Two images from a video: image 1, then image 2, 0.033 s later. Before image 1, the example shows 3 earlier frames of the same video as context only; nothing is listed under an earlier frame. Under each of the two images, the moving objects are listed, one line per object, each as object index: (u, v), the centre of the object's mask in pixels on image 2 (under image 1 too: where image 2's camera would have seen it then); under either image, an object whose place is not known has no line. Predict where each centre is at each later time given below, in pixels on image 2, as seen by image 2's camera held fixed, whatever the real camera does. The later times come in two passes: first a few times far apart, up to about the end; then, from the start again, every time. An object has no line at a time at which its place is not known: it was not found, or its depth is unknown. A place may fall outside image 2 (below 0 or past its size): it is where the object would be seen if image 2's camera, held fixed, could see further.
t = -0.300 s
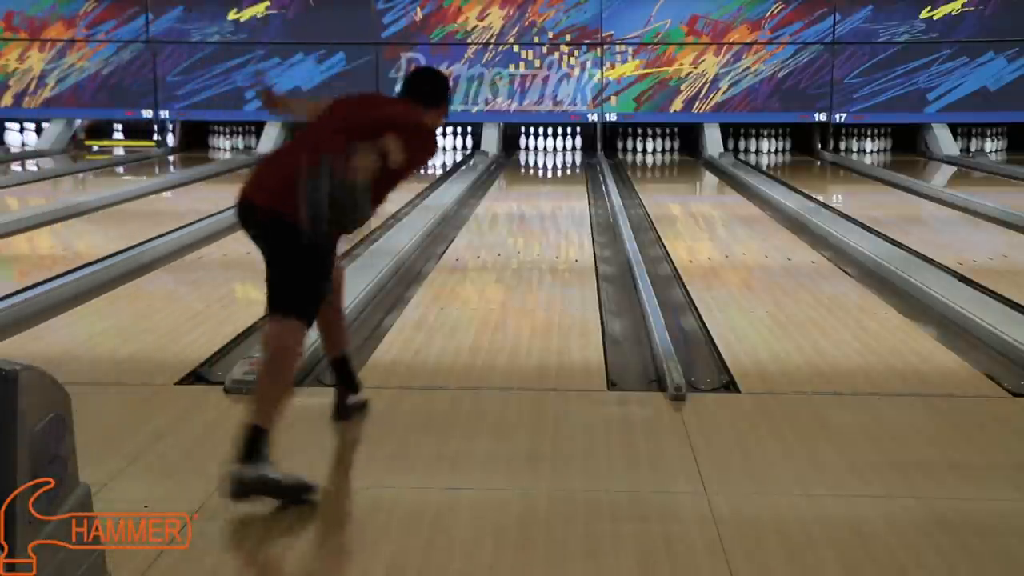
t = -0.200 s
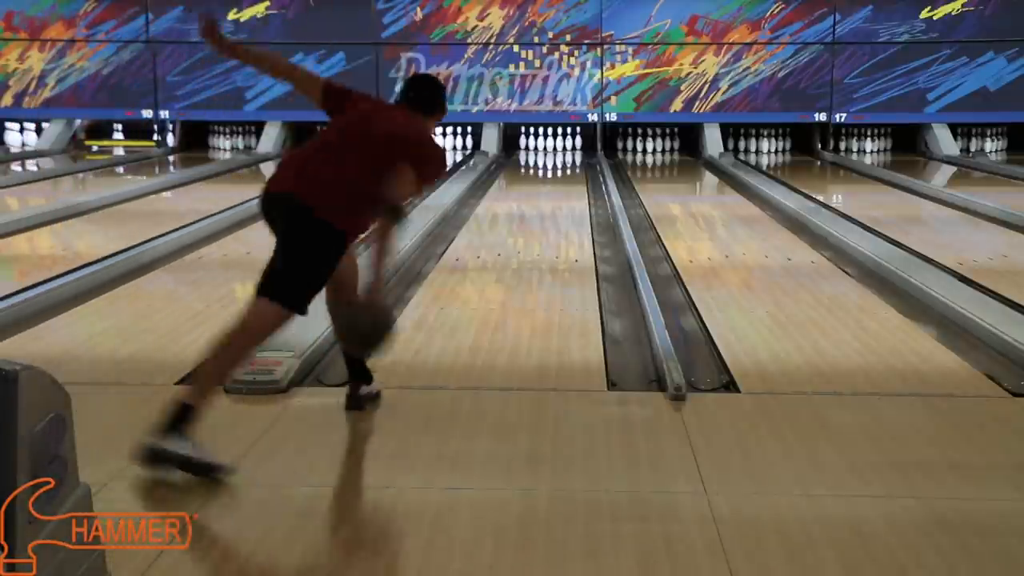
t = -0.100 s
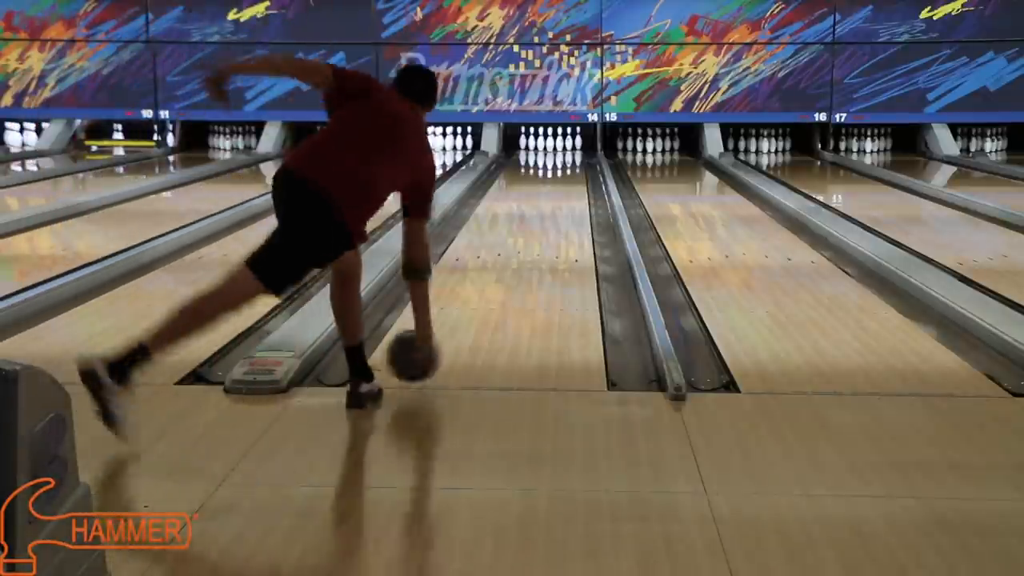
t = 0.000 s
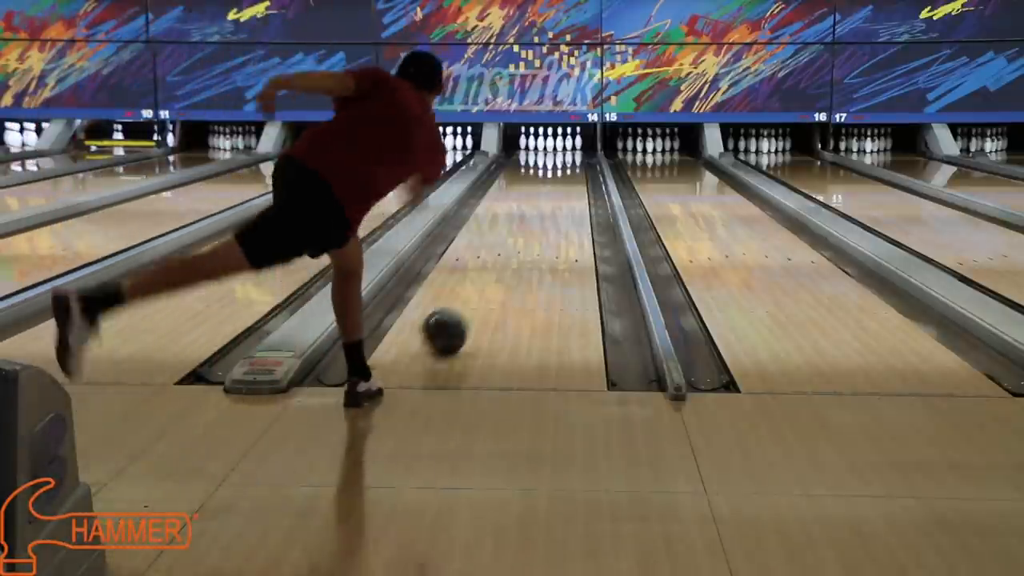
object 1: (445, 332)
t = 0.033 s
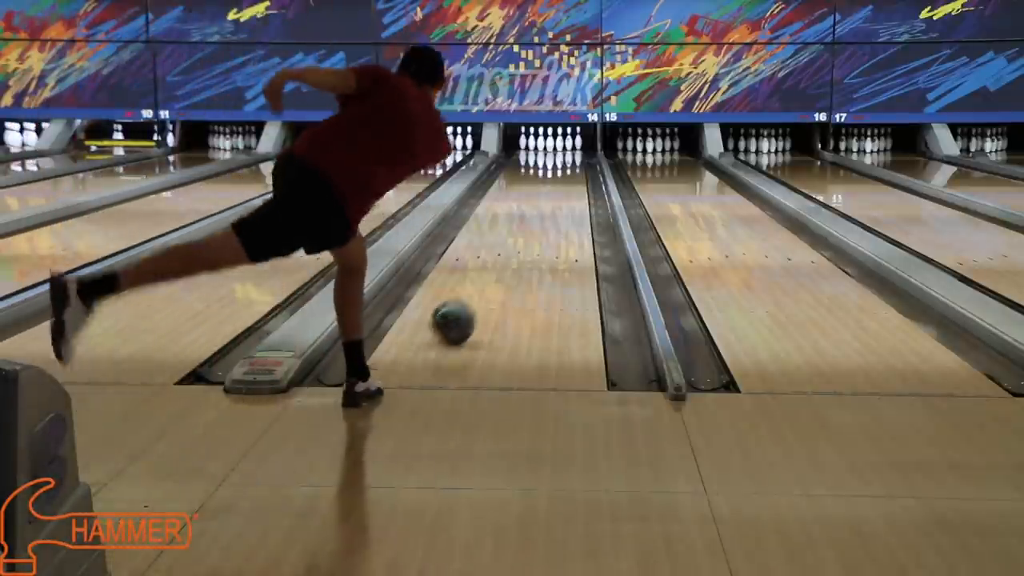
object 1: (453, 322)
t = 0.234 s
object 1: (493, 275)
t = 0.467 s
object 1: (524, 239)
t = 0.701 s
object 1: (544, 213)
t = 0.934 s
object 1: (558, 195)
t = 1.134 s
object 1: (566, 183)
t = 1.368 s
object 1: (572, 171)
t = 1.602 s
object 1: (574, 162)
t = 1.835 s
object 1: (570, 155)
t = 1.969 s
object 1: (567, 151)
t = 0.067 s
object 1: (461, 313)
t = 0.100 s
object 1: (469, 304)
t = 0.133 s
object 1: (475, 296)
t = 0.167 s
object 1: (481, 289)
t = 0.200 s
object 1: (487, 282)
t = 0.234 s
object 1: (493, 275)
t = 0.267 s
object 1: (498, 269)
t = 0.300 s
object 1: (503, 263)
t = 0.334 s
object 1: (507, 258)
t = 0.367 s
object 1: (512, 253)
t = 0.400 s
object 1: (516, 248)
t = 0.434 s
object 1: (519, 244)
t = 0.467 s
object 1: (524, 239)
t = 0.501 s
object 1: (527, 235)
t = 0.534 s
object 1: (530, 231)
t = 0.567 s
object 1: (533, 227)
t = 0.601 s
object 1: (536, 223)
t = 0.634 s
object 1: (538, 220)
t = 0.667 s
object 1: (541, 217)
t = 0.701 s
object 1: (544, 213)
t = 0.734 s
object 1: (546, 210)
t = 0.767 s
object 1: (548, 208)
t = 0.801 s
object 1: (551, 205)
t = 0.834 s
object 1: (553, 202)
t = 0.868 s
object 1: (554, 200)
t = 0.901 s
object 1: (556, 199)
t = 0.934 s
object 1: (558, 195)
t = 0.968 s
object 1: (560, 193)
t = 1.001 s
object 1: (561, 190)
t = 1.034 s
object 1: (563, 189)
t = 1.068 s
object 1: (564, 187)
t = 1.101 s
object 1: (565, 185)
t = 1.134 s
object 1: (566, 183)
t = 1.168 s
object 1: (568, 182)
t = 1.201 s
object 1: (568, 179)
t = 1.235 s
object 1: (569, 177)
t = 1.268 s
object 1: (571, 175)
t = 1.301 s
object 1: (571, 174)
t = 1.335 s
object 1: (571, 172)
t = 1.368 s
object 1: (572, 171)
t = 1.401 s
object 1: (571, 168)
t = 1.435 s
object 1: (573, 167)
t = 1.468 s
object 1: (573, 167)
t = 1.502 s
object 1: (573, 165)
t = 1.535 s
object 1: (574, 163)
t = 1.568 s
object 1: (574, 162)
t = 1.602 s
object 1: (574, 162)
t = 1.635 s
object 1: (573, 161)
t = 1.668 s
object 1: (573, 159)
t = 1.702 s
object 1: (573, 159)
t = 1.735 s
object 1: (573, 159)
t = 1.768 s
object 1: (571, 156)
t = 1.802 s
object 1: (571, 156)
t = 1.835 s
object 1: (570, 155)
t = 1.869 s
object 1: (569, 154)
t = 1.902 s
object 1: (569, 153)
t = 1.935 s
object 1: (568, 152)
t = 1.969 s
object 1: (567, 151)
